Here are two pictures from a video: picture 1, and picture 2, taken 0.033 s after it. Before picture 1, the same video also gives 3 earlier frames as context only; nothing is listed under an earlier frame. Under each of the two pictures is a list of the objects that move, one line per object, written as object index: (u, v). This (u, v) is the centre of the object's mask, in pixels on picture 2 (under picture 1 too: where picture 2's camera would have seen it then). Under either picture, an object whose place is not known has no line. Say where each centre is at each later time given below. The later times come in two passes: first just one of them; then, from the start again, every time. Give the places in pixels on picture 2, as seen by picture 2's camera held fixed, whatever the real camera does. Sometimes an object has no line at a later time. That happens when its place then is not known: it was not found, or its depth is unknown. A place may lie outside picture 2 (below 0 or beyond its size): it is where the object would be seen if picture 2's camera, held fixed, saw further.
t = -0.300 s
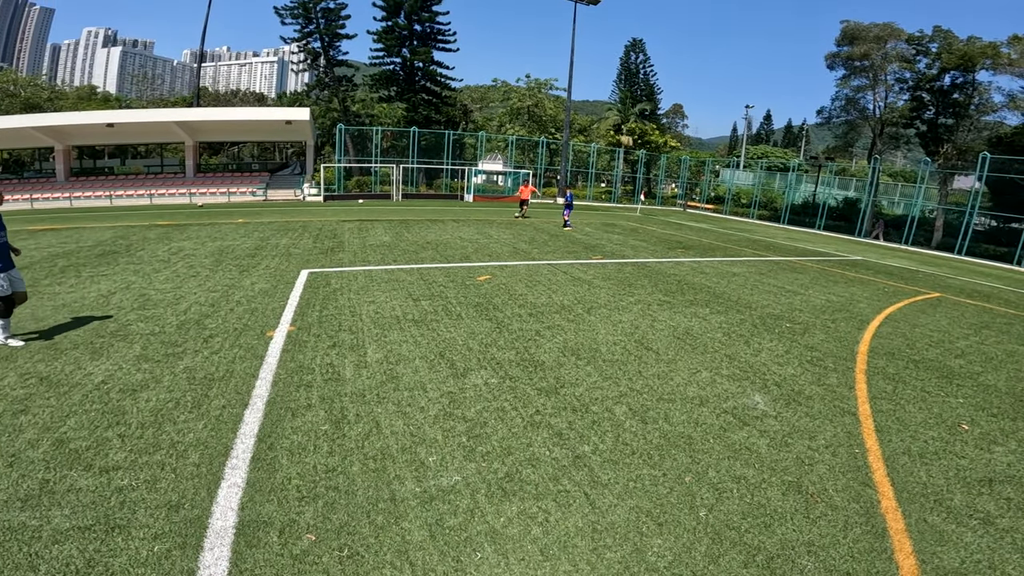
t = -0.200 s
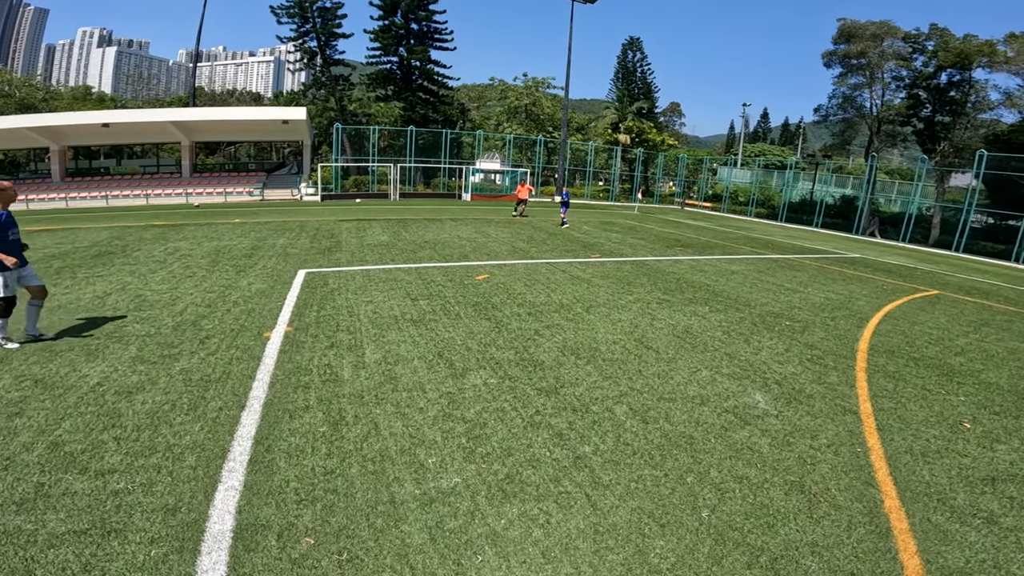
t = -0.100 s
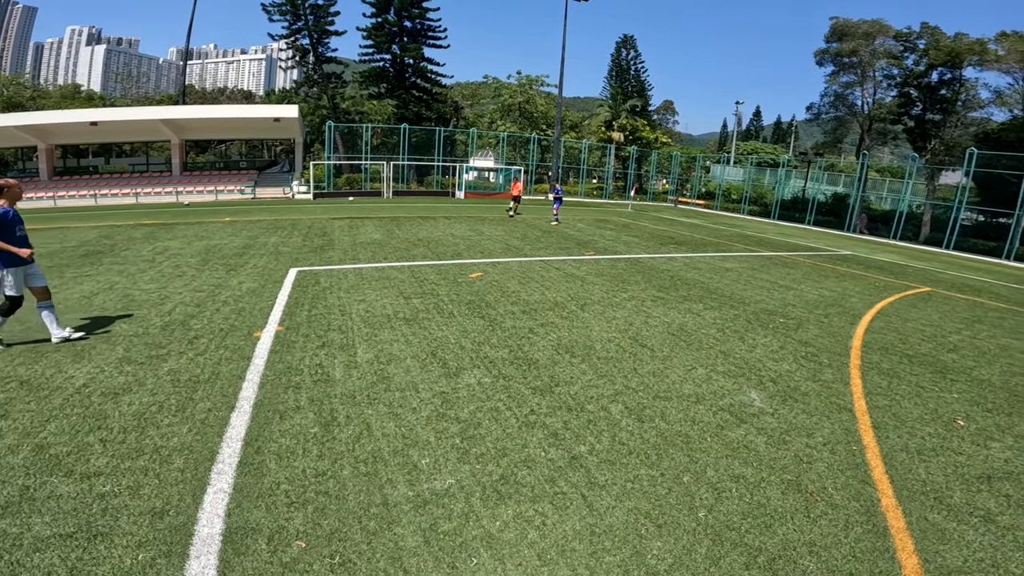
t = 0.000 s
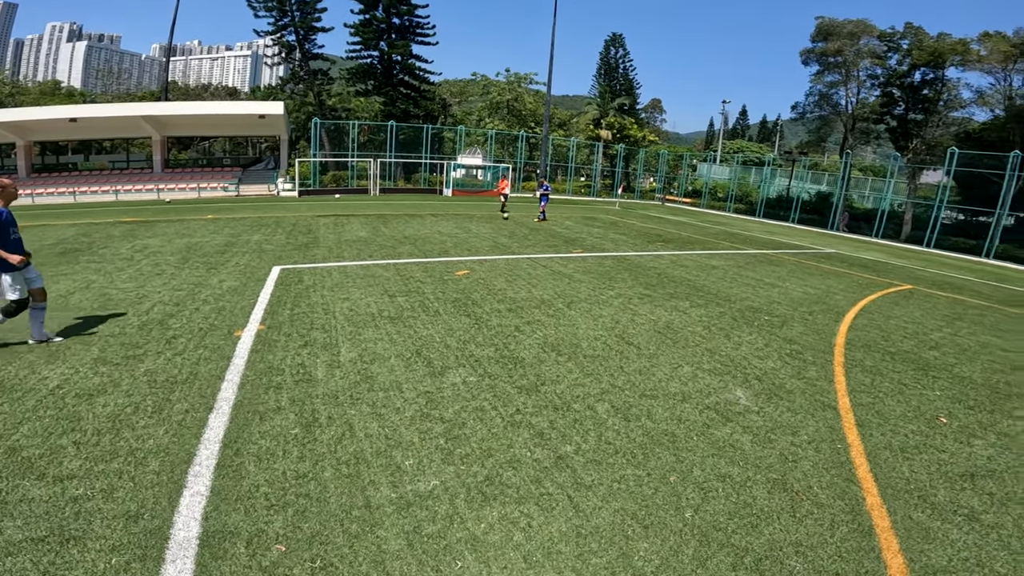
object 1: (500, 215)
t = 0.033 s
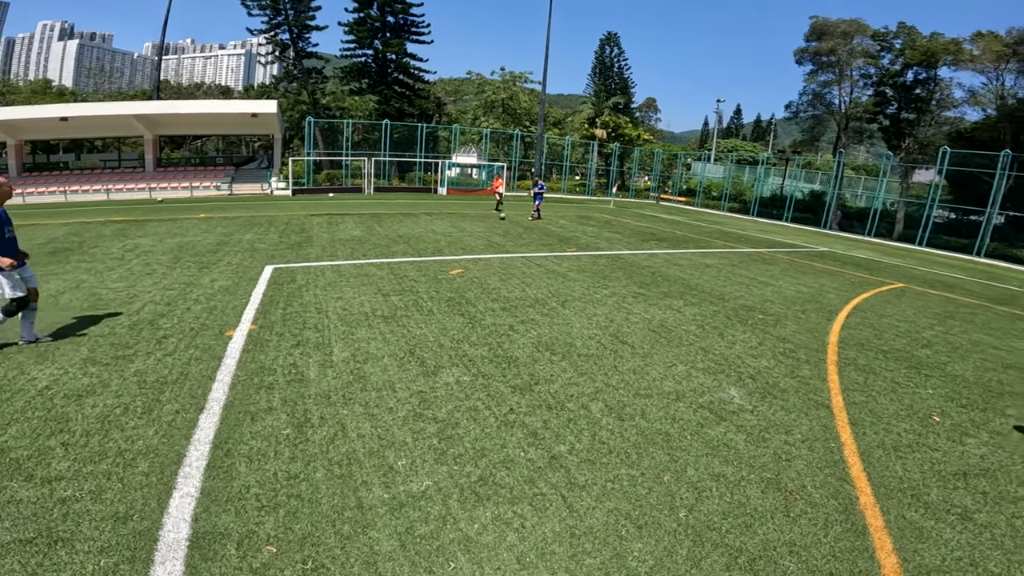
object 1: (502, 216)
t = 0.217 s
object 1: (518, 227)
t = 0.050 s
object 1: (503, 217)
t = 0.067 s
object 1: (505, 218)
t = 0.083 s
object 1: (506, 219)
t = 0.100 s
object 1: (507, 220)
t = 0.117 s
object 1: (509, 221)
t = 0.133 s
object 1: (510, 222)
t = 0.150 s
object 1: (512, 223)
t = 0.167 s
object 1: (513, 224)
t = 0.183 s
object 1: (515, 225)
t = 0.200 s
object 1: (517, 226)
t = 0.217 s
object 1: (518, 227)
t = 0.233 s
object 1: (520, 228)
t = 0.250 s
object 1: (522, 229)
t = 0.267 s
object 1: (524, 230)
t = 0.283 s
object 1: (526, 231)
